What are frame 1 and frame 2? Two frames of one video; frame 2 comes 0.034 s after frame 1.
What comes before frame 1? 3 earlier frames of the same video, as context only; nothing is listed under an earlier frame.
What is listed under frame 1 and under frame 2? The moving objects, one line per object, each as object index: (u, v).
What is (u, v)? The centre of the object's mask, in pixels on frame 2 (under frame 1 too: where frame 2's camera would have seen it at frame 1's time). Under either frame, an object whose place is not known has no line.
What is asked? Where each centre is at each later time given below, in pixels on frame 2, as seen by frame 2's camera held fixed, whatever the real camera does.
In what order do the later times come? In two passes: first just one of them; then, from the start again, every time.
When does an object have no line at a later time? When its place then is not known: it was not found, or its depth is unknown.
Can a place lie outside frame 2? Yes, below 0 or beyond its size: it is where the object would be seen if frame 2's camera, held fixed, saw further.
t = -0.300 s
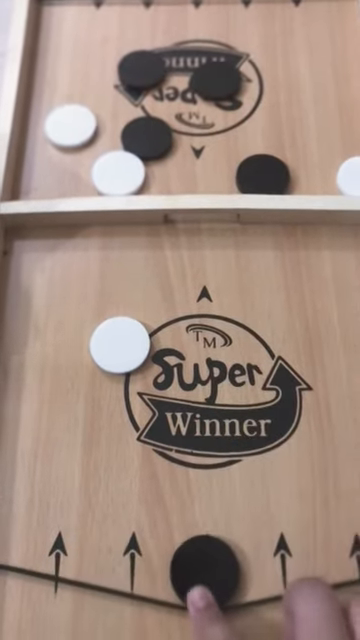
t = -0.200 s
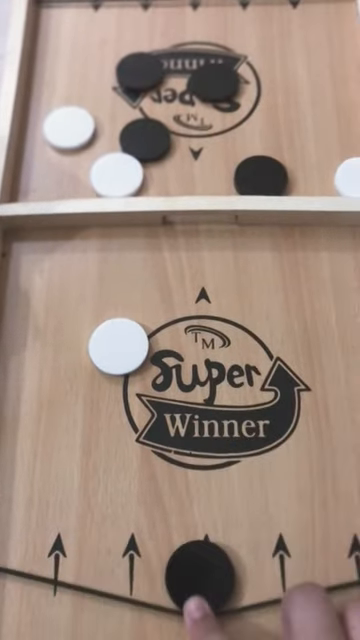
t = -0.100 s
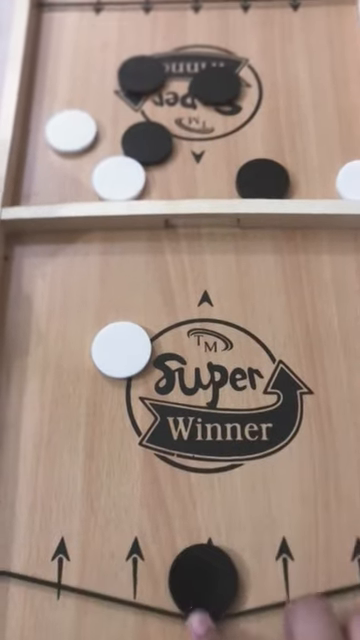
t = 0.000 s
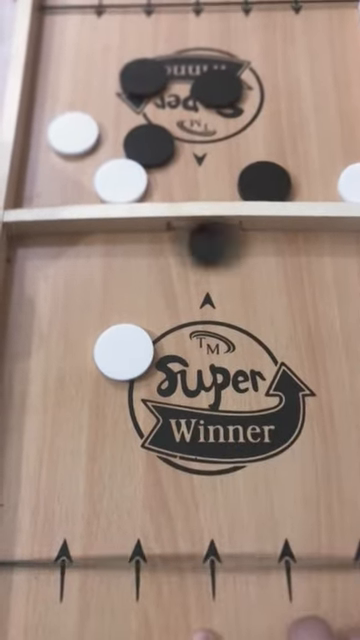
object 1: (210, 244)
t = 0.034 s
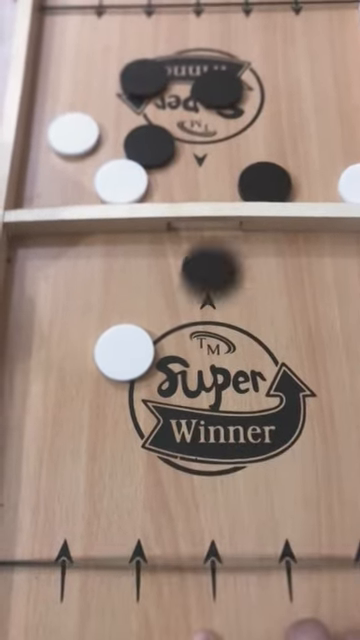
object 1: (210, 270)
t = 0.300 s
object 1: (168, 420)
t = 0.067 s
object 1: (202, 299)
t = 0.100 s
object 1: (194, 328)
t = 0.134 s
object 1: (187, 354)
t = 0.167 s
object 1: (182, 376)
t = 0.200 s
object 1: (176, 393)
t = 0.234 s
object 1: (172, 407)
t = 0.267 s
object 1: (170, 417)
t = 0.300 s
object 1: (168, 420)
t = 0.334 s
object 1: (167, 420)
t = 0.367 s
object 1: (167, 420)
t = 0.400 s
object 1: (167, 420)
